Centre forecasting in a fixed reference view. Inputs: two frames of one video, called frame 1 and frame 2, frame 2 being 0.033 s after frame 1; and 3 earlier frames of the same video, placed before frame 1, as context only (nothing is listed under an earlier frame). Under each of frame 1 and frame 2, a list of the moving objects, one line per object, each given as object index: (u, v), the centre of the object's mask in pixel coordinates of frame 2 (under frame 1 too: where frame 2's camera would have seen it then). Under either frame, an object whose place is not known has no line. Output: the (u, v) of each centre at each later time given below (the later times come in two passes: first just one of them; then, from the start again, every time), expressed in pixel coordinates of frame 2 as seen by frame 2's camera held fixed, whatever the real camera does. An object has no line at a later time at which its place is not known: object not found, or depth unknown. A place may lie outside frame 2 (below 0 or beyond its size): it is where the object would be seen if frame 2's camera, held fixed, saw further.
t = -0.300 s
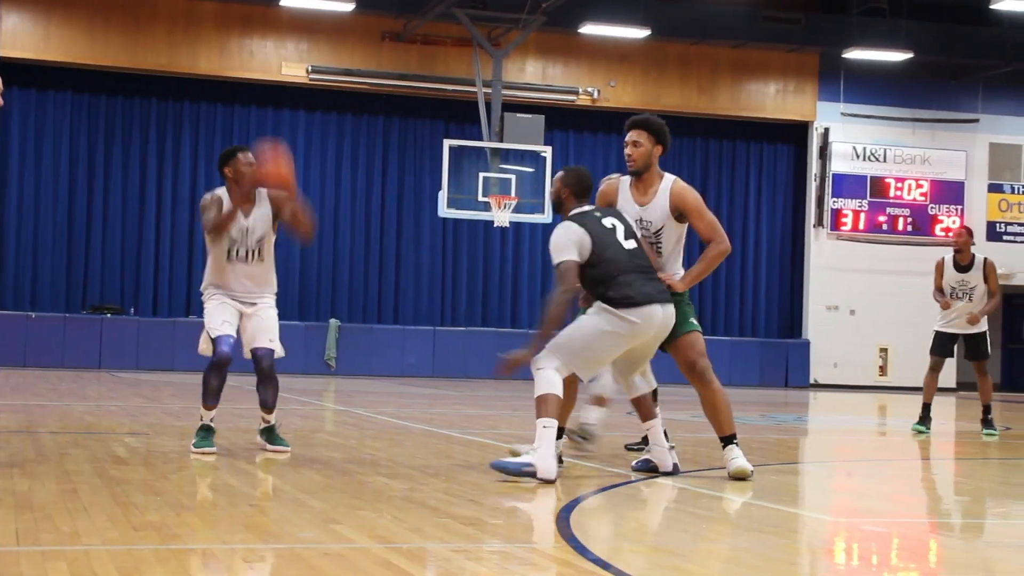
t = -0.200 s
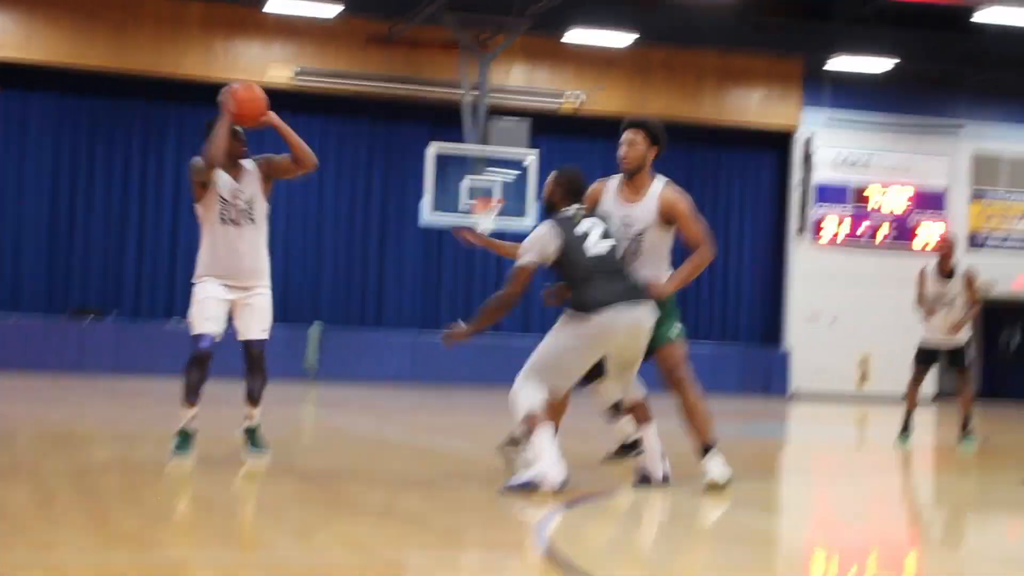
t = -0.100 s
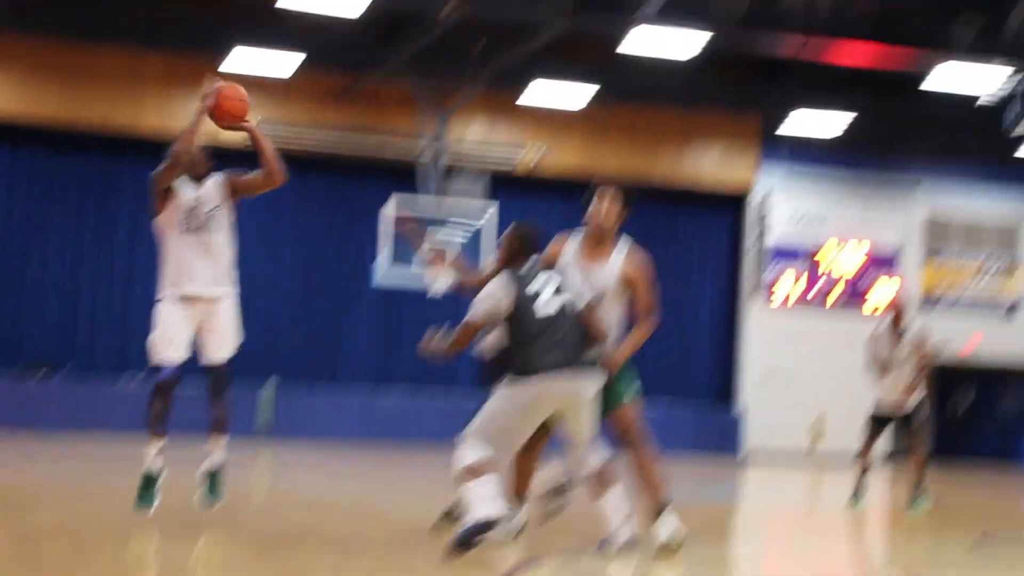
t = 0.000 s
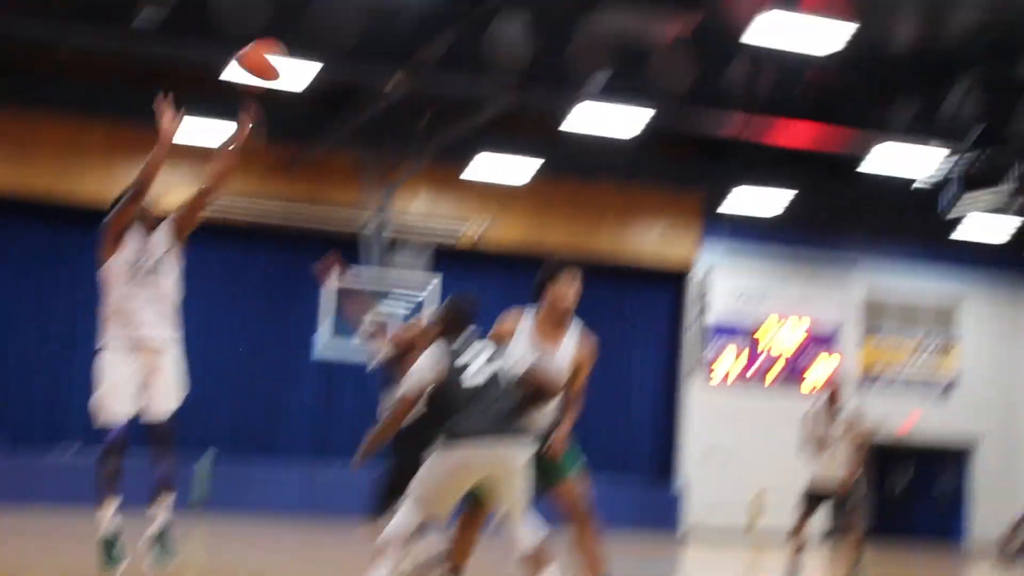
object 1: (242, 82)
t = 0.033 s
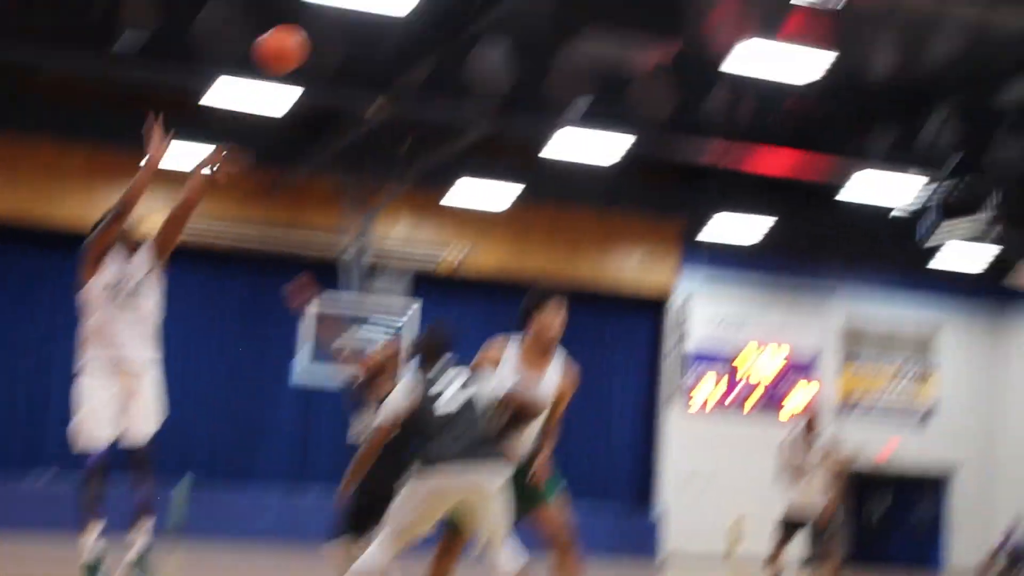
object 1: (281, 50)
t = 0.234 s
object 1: (523, -149)
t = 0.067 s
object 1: (320, 15)
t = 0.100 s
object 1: (361, -27)
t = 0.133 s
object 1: (401, -57)
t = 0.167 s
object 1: (442, -89)
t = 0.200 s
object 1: (483, -121)
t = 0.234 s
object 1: (523, -149)
